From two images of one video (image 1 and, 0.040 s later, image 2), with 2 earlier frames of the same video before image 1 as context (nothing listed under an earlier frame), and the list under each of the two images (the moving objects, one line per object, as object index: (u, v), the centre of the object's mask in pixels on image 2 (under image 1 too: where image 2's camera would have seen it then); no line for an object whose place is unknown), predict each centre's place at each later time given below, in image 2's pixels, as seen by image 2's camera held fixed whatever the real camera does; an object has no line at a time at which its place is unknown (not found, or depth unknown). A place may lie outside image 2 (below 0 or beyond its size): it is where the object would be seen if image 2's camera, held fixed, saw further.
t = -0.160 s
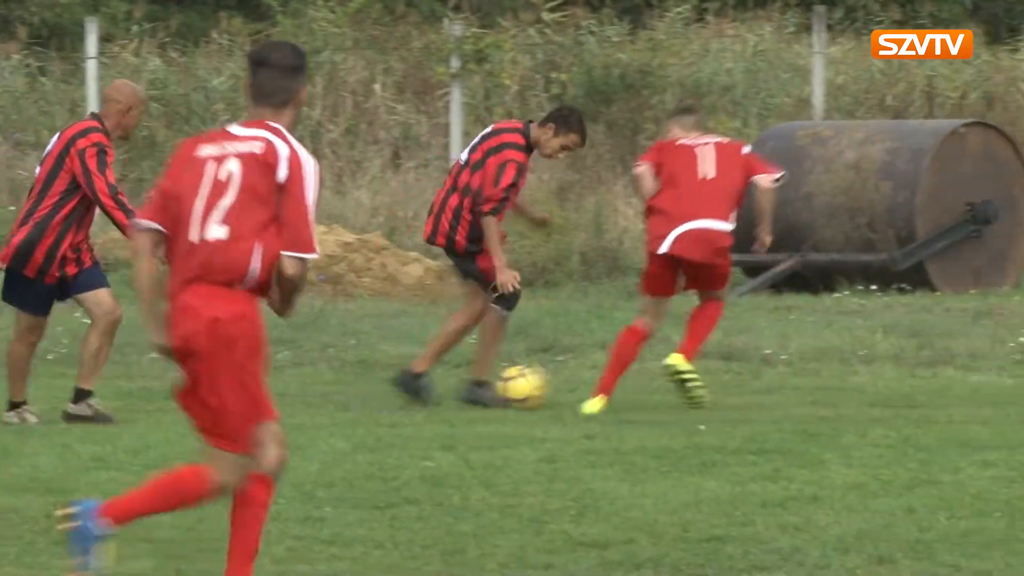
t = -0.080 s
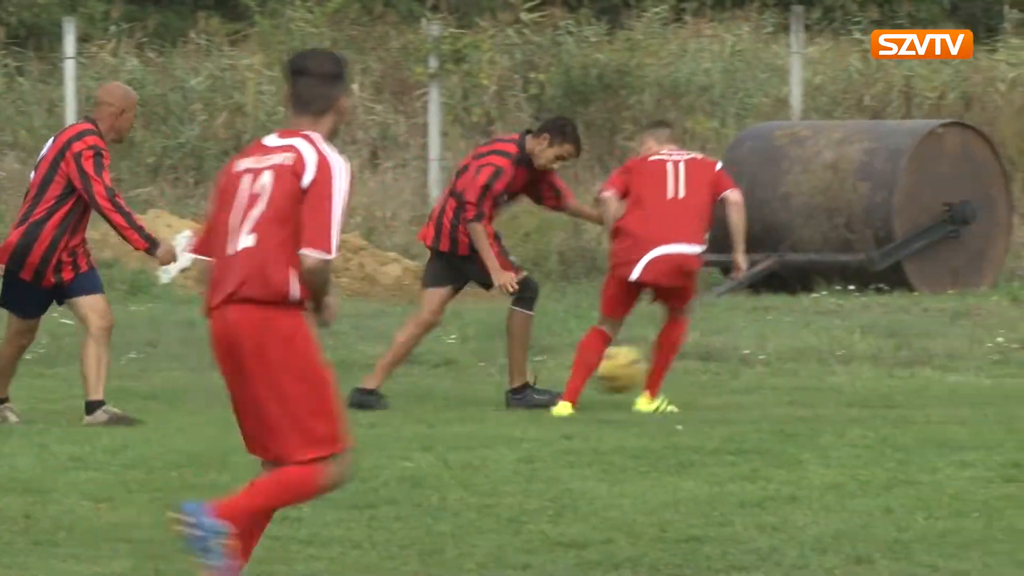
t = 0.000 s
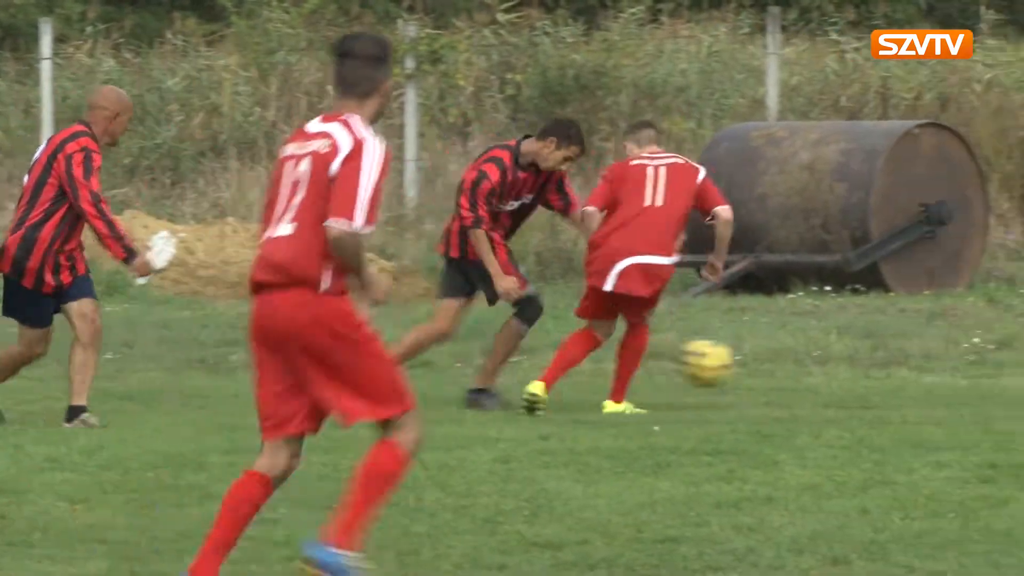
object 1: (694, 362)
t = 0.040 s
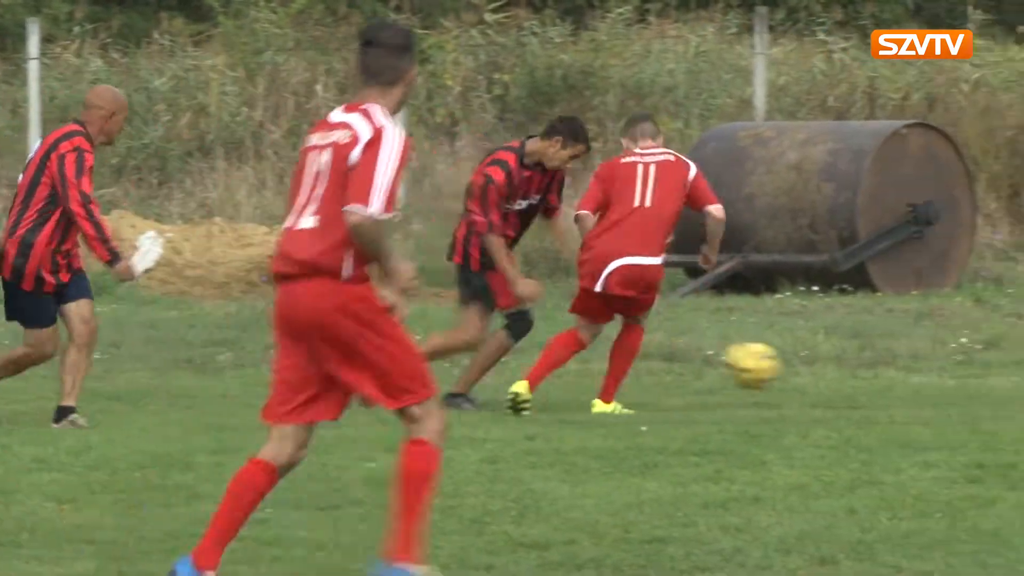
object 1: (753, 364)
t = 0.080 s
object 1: (809, 370)
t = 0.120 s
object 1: (864, 378)
